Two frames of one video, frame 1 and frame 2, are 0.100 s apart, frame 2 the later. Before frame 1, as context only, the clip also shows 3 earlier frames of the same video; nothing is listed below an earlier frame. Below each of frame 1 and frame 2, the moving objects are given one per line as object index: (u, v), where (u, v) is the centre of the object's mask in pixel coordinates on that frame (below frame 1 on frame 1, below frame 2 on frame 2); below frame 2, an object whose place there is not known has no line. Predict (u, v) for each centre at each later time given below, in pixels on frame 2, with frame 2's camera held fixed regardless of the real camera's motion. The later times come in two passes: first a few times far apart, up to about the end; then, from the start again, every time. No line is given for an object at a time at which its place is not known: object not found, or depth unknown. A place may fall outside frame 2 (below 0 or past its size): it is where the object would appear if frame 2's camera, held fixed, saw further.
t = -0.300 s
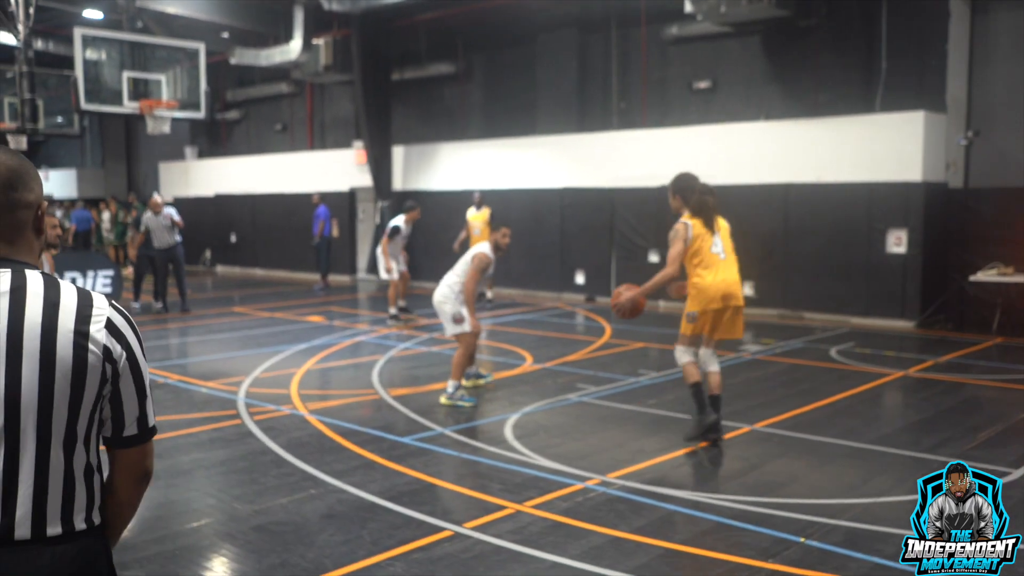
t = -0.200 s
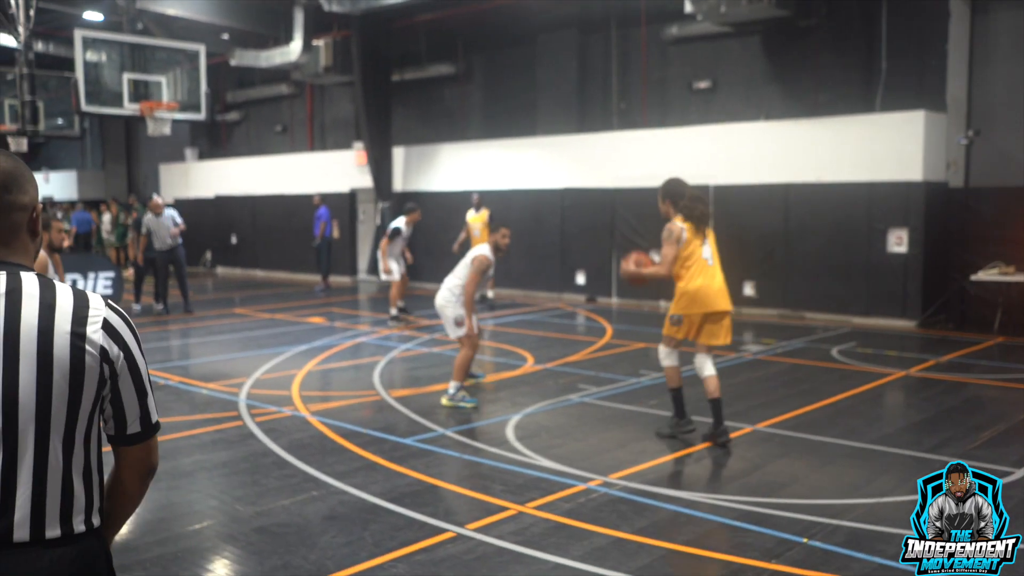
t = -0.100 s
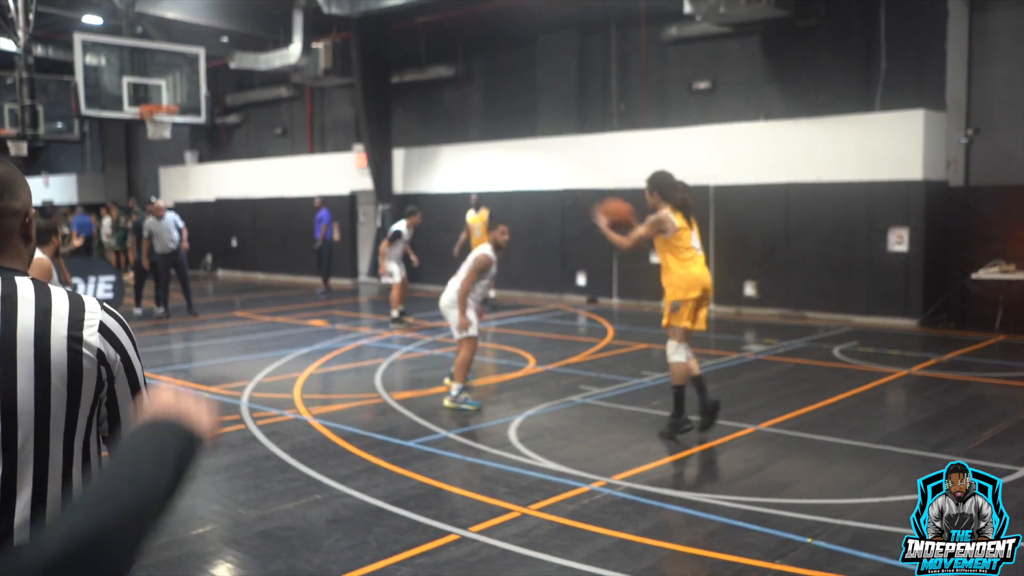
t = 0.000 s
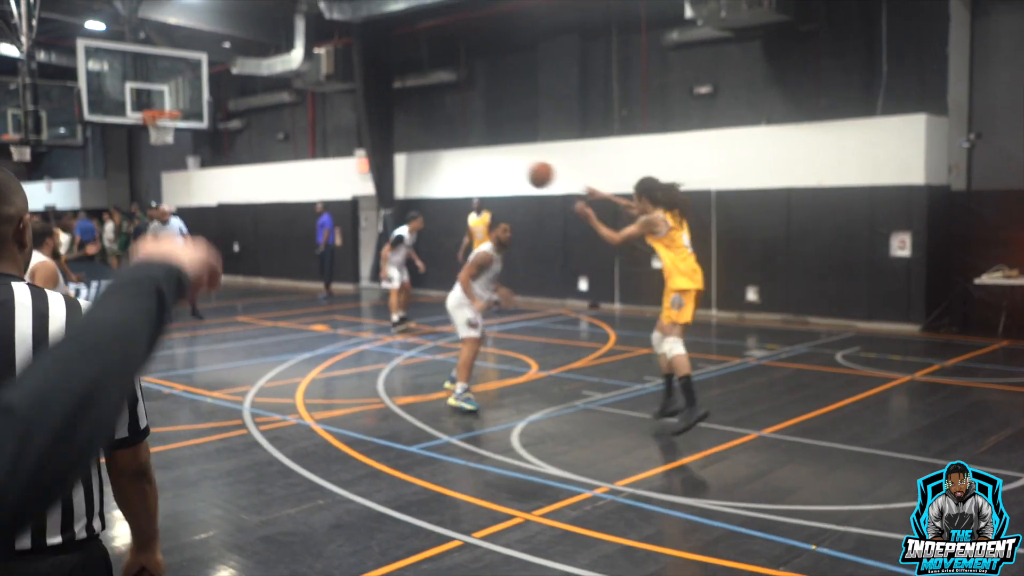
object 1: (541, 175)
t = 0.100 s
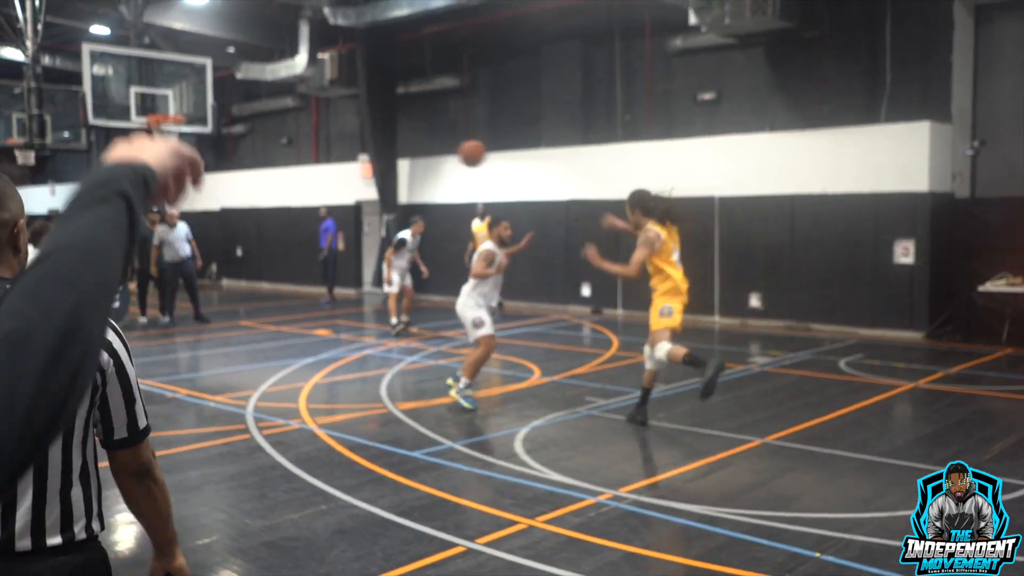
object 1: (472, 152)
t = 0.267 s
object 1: (377, 138)
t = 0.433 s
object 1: (303, 150)
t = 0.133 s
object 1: (451, 147)
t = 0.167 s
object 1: (431, 143)
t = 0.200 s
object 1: (412, 140)
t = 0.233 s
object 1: (394, 139)
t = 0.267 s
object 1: (377, 138)
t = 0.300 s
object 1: (361, 139)
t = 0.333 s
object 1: (345, 140)
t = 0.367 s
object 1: (330, 142)
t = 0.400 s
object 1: (316, 145)
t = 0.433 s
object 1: (303, 150)
